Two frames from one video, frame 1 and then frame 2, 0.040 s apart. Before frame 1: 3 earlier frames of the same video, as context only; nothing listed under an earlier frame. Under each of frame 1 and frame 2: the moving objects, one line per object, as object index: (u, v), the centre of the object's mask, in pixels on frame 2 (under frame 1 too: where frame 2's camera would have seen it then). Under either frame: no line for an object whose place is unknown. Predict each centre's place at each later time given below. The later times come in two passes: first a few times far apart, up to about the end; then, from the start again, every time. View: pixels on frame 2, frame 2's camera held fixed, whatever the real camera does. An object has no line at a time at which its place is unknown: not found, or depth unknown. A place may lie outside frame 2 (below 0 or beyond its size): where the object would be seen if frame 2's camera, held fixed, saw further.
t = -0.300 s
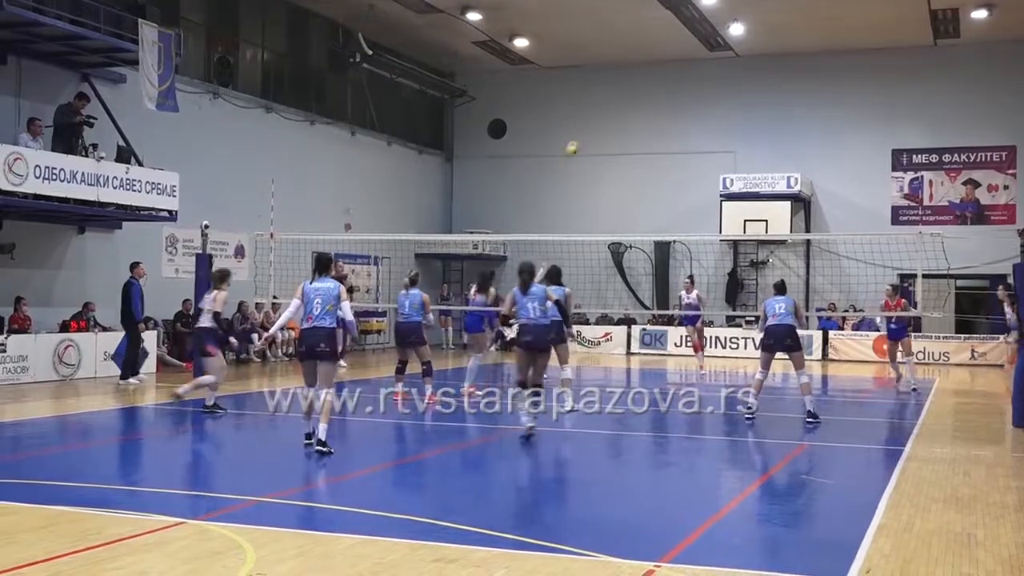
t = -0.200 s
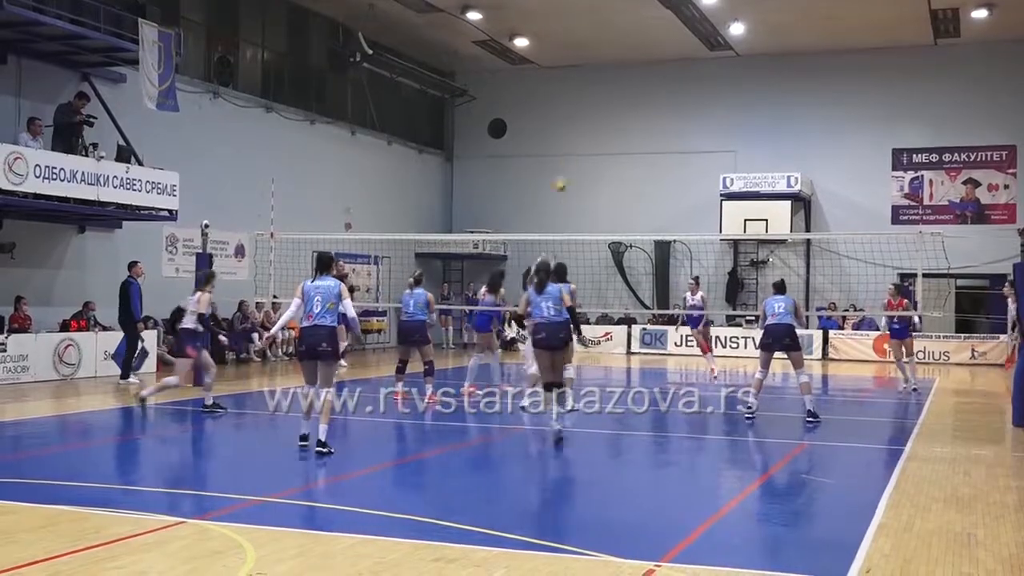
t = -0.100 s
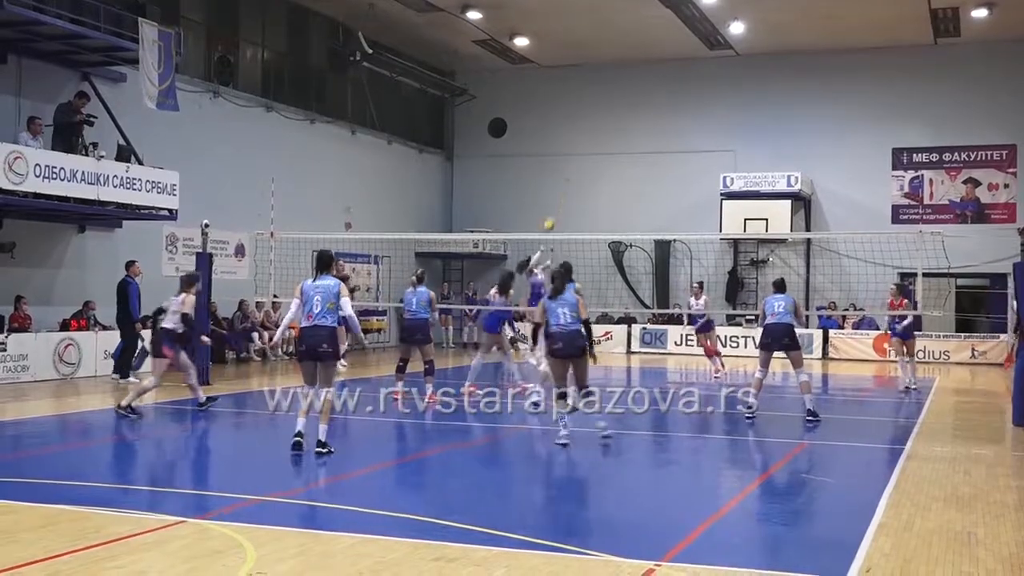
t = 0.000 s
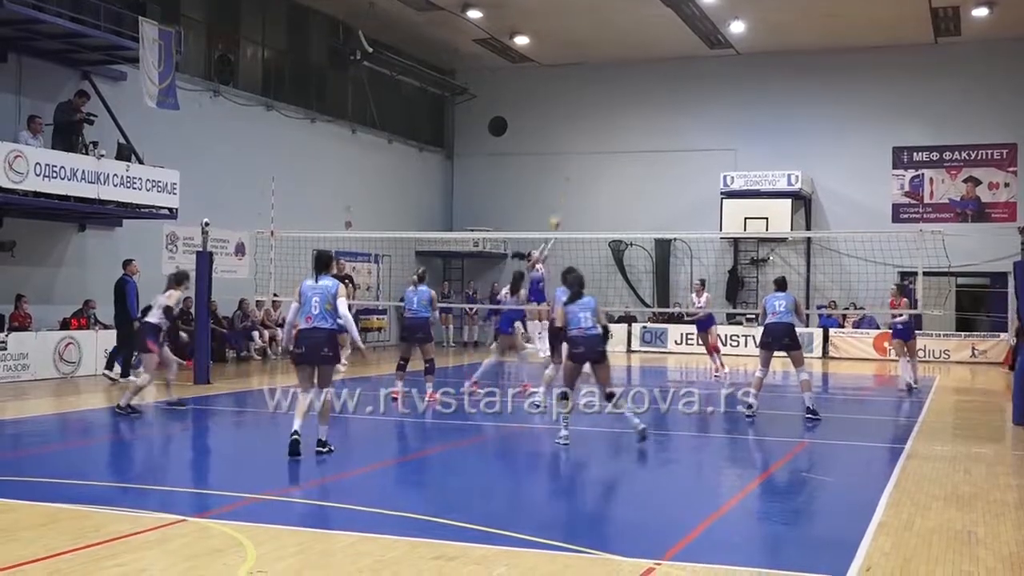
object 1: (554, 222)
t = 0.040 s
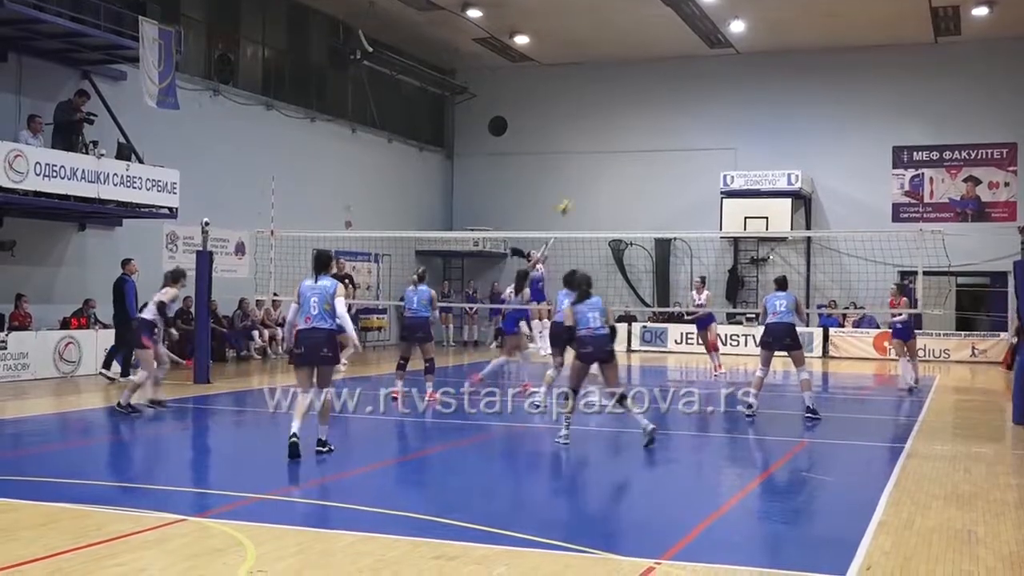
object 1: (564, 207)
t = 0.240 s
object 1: (607, 145)
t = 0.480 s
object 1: (662, 100)
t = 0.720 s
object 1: (717, 89)
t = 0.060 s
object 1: (568, 199)
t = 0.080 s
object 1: (572, 193)
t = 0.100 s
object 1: (576, 187)
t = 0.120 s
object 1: (580, 180)
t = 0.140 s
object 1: (585, 174)
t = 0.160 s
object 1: (589, 169)
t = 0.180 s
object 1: (594, 162)
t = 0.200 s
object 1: (598, 157)
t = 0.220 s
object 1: (603, 150)
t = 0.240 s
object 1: (607, 145)
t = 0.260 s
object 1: (611, 141)
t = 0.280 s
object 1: (615, 136)
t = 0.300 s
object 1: (620, 131)
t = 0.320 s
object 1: (625, 126)
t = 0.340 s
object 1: (629, 122)
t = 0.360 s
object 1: (633, 119)
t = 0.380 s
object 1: (638, 115)
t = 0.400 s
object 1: (643, 112)
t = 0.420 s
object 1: (647, 109)
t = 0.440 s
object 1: (653, 105)
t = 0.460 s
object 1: (658, 102)
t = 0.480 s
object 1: (662, 100)
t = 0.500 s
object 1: (666, 98)
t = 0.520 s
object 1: (671, 95)
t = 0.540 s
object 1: (675, 94)
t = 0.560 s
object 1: (680, 93)
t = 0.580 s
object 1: (685, 91)
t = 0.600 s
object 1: (690, 90)
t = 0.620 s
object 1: (694, 89)
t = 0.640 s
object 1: (698, 89)
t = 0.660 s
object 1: (703, 88)
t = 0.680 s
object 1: (708, 88)
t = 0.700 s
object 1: (713, 89)
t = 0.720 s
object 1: (717, 89)
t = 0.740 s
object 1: (722, 89)
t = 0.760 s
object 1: (727, 90)
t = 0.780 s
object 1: (732, 92)
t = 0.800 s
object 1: (737, 93)
